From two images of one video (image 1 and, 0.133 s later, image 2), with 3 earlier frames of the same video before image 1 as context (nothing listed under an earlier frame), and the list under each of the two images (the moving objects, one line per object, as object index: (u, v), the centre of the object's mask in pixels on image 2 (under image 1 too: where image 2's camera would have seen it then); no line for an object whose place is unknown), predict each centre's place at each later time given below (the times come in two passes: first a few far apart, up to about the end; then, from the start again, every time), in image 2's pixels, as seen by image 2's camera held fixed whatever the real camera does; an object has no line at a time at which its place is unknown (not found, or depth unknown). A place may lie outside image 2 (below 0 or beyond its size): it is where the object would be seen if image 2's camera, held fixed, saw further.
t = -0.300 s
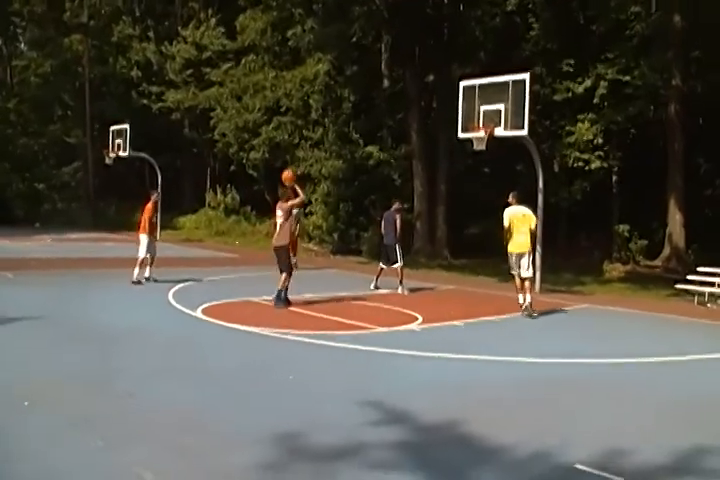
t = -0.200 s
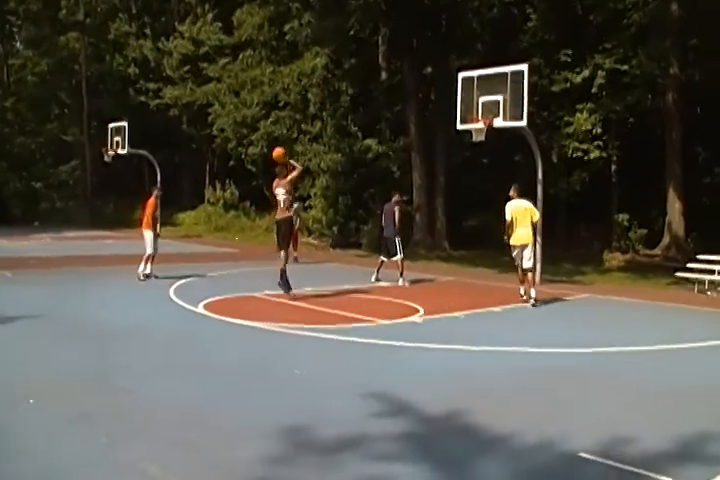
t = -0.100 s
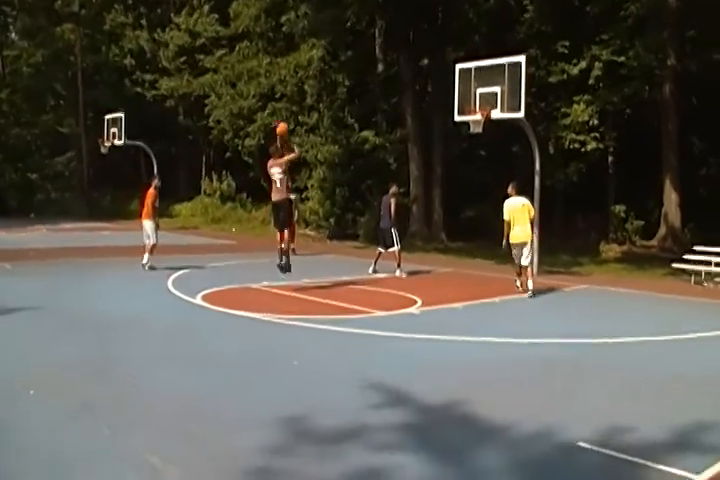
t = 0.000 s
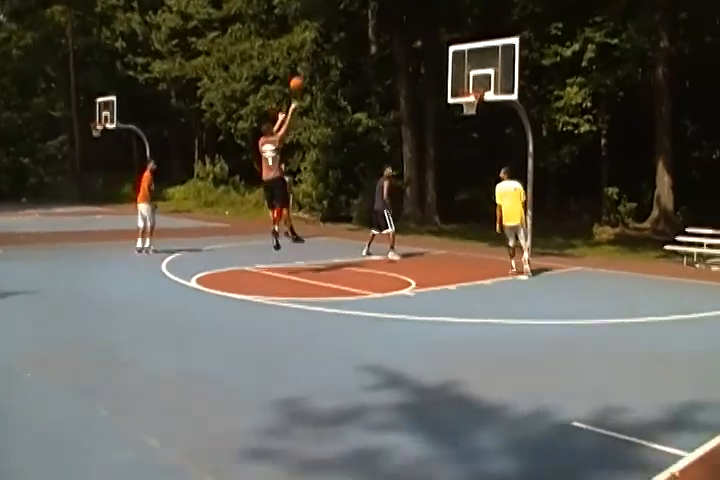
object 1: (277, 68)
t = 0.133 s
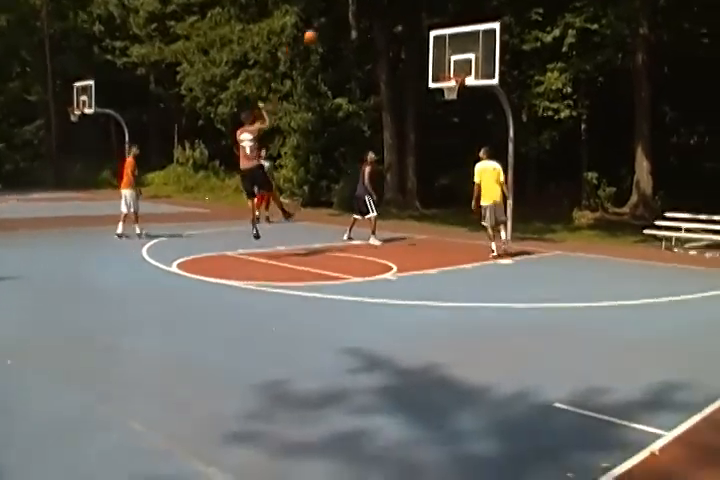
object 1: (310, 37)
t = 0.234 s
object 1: (335, 22)
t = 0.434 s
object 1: (380, 11)
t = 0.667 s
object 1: (426, 29)
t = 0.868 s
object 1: (462, 69)
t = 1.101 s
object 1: (468, 46)
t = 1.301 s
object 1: (466, 49)
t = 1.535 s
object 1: (460, 81)
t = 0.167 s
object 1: (318, 31)
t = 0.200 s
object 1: (326, 26)
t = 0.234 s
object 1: (335, 22)
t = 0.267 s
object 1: (343, 18)
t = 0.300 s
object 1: (351, 16)
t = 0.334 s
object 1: (356, 15)
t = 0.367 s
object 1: (366, 12)
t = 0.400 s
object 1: (373, 12)
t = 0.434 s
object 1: (380, 11)
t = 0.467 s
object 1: (387, 12)
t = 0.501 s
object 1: (394, 14)
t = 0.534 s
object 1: (401, 16)
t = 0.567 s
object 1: (407, 18)
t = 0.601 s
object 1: (414, 22)
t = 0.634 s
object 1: (420, 25)
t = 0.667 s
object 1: (426, 29)
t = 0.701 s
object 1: (431, 35)
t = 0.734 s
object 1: (439, 39)
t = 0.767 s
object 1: (444, 46)
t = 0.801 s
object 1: (450, 52)
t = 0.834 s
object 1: (454, 59)
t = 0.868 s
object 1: (462, 69)
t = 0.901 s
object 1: (467, 65)
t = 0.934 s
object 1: (470, 61)
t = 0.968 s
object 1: (471, 57)
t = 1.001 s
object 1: (469, 53)
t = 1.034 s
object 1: (469, 50)
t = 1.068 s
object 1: (468, 48)
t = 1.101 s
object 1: (468, 46)
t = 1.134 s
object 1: (467, 45)
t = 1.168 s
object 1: (467, 45)
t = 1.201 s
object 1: (467, 44)
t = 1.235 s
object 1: (466, 46)
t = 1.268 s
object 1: (466, 46)
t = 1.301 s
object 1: (466, 49)
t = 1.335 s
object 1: (466, 50)
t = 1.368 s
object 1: (464, 53)
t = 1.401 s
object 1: (464, 57)
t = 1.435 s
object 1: (462, 62)
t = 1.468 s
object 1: (462, 68)
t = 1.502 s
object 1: (461, 73)
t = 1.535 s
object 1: (460, 81)
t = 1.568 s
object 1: (459, 86)
